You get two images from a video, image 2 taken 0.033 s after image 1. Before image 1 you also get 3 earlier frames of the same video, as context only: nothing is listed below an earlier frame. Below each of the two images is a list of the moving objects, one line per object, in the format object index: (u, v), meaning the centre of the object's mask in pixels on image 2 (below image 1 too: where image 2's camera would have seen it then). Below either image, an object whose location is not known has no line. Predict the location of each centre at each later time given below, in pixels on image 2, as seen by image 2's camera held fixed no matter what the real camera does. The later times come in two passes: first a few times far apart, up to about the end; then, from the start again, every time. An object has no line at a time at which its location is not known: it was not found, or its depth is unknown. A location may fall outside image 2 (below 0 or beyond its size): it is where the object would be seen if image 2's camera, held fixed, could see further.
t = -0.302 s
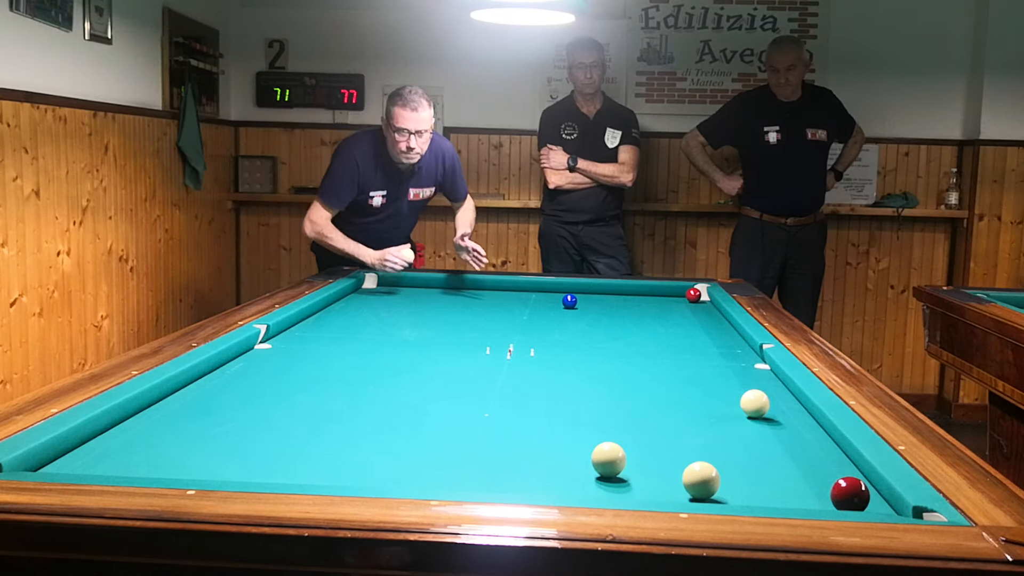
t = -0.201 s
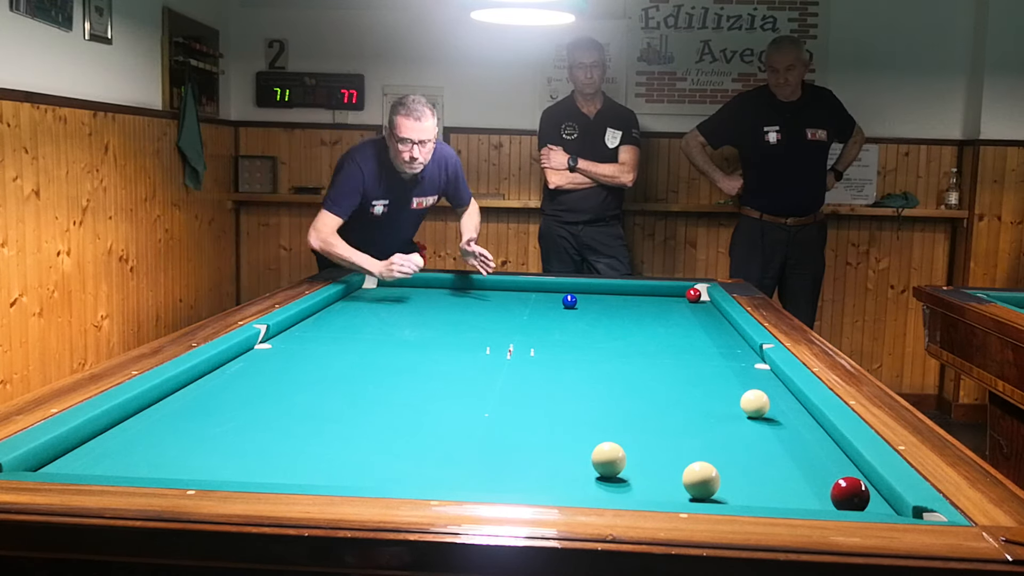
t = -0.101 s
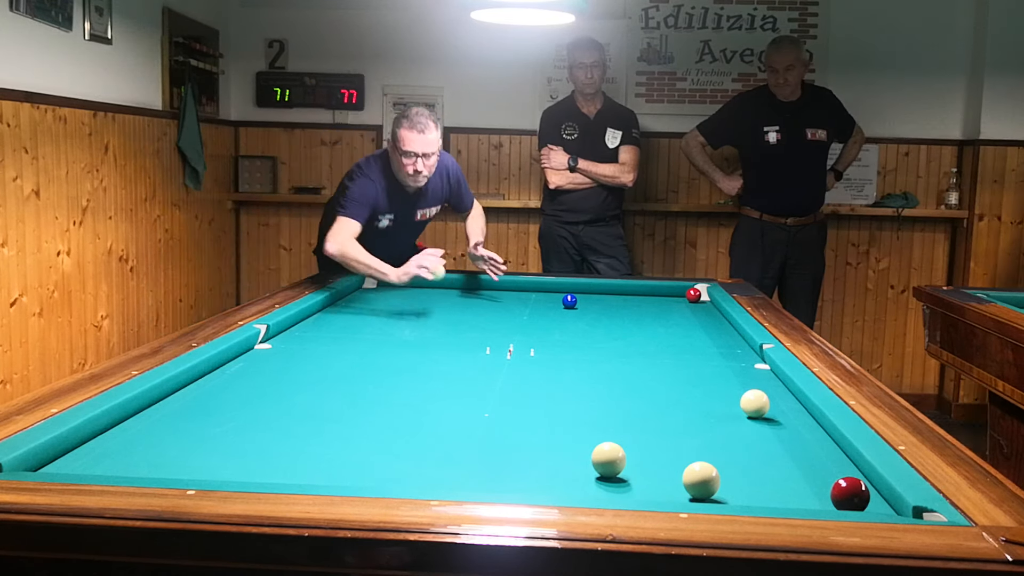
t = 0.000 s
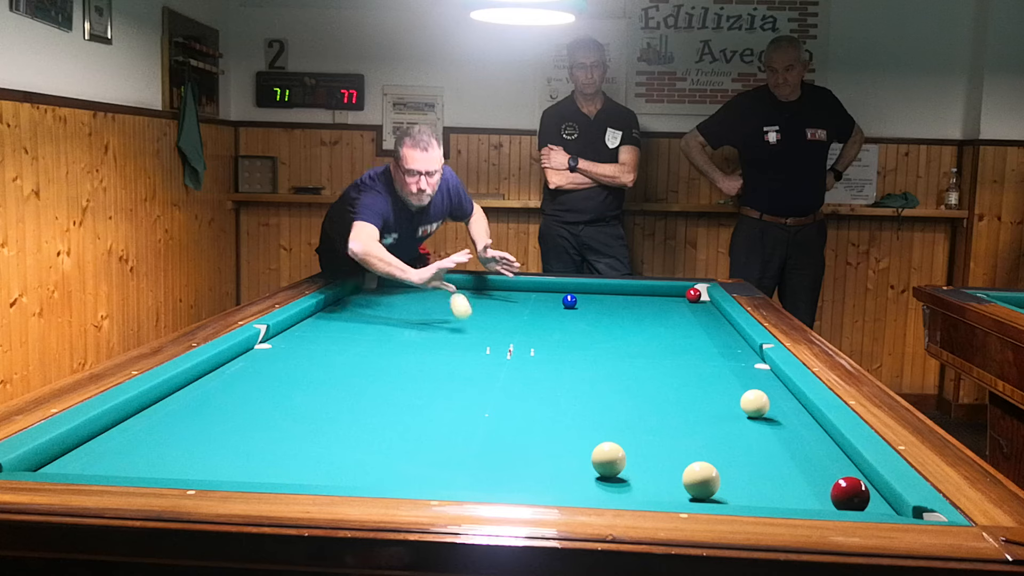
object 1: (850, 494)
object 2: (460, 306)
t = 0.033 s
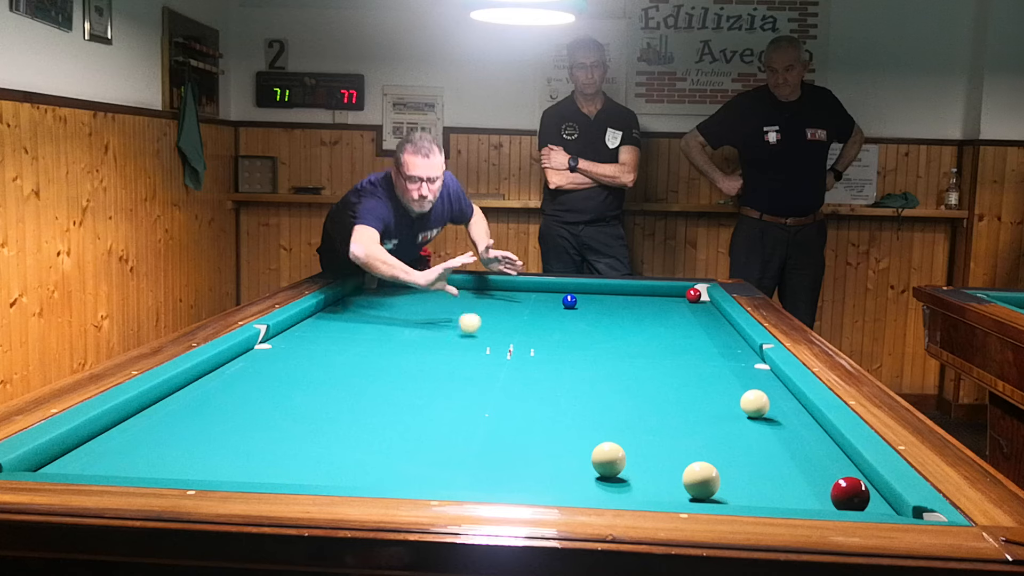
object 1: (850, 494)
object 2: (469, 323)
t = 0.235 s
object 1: (850, 494)
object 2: (537, 353)
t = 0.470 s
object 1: (850, 494)
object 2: (657, 423)
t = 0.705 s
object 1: (854, 493)
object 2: (825, 497)
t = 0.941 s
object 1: (758, 462)
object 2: (712, 459)
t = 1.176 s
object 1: (689, 437)
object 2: (608, 434)
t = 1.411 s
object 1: (632, 416)
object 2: (525, 416)
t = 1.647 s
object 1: (583, 398)
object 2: (454, 397)
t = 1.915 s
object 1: (535, 381)
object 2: (384, 379)
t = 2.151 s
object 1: (499, 368)
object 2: (331, 365)
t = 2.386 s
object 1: (467, 356)
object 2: (284, 353)
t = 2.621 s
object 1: (438, 346)
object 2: (275, 344)
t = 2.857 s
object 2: (313, 339)
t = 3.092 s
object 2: (344, 335)
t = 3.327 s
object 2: (373, 330)
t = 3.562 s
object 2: (400, 327)
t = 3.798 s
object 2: (425, 323)
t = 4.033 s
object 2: (448, 320)
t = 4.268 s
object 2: (469, 317)
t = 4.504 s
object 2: (488, 314)
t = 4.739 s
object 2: (507, 311)
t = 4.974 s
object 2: (523, 309)
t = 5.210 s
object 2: (539, 306)
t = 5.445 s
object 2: (554, 304)
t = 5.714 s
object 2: (570, 302)
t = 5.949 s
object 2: (582, 302)
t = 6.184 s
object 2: (593, 302)
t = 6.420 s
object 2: (603, 301)
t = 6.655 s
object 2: (613, 301)
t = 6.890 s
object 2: (622, 301)
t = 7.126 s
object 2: (630, 301)
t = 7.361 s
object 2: (638, 300)
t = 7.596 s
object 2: (645, 300)
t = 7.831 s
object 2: (652, 300)
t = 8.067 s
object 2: (657, 300)
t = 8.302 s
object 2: (662, 300)
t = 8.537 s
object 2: (667, 300)
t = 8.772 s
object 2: (671, 299)
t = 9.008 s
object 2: (674, 299)
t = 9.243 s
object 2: (677, 299)
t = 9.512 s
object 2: (679, 299)
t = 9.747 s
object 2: (681, 299)
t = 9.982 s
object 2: (681, 299)
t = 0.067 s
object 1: (850, 494)
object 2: (479, 318)
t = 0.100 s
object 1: (850, 494)
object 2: (490, 316)
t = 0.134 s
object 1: (850, 494)
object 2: (500, 319)
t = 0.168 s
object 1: (850, 494)
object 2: (512, 325)
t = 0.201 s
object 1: (850, 494)
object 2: (524, 336)
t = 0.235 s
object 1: (850, 494)
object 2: (537, 353)
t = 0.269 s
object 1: (850, 494)
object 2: (552, 368)
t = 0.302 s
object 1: (850, 494)
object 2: (566, 368)
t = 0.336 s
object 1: (850, 494)
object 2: (582, 373)
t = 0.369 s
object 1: (850, 494)
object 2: (598, 384)
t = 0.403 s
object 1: (850, 494)
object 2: (617, 402)
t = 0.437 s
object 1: (850, 494)
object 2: (637, 415)
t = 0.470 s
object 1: (850, 494)
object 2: (657, 423)
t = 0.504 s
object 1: (850, 494)
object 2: (680, 438)
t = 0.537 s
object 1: (850, 494)
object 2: (706, 452)
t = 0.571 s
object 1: (850, 494)
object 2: (732, 467)
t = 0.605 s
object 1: (850, 494)
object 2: (762, 487)
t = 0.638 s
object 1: (850, 494)
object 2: (792, 497)
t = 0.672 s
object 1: (851, 494)
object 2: (821, 503)
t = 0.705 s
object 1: (854, 493)
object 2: (825, 497)
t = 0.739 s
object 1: (865, 491)
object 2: (811, 493)
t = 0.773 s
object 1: (846, 485)
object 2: (794, 489)
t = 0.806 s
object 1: (821, 480)
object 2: (778, 484)
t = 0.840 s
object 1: (799, 475)
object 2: (764, 479)
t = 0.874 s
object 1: (782, 471)
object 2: (746, 473)
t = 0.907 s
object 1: (769, 466)
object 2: (729, 468)
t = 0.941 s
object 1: (758, 462)
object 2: (712, 459)
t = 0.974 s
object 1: (746, 458)
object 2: (691, 455)
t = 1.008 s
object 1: (736, 454)
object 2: (677, 456)
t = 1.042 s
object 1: (726, 450)
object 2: (663, 453)
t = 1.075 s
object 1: (717, 447)
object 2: (649, 449)
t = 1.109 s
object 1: (707, 444)
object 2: (636, 445)
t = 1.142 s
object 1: (698, 441)
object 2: (623, 438)
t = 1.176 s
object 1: (689, 437)
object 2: (608, 434)
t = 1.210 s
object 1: (680, 434)
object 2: (595, 433)
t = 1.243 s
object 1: (672, 431)
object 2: (583, 431)
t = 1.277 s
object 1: (663, 428)
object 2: (571, 428)
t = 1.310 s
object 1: (655, 424)
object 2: (559, 425)
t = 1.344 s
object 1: (647, 422)
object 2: (547, 422)
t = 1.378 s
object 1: (639, 419)
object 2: (536, 419)
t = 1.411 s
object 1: (632, 416)
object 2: (525, 416)
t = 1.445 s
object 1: (624, 414)
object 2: (514, 413)
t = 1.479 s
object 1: (617, 411)
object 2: (503, 410)
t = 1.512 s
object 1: (610, 408)
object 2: (493, 408)
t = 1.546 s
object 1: (603, 406)
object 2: (483, 405)
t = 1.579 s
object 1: (596, 403)
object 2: (473, 402)
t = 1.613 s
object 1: (589, 401)
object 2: (463, 400)
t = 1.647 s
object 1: (583, 398)
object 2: (454, 397)
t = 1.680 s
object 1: (576, 396)
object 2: (444, 395)
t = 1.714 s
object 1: (570, 394)
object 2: (435, 392)
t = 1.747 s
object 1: (564, 392)
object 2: (426, 390)
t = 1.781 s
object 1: (558, 389)
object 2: (417, 388)
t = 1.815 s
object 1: (552, 388)
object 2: (408, 385)
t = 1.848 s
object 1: (546, 385)
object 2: (400, 383)
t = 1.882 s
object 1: (540, 384)
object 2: (392, 381)
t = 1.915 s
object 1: (535, 381)
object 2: (384, 379)
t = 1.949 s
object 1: (529, 379)
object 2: (376, 377)
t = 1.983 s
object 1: (524, 378)
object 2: (368, 375)
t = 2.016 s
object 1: (519, 375)
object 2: (360, 373)
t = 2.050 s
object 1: (513, 374)
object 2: (352, 371)
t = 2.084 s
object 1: (509, 372)
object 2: (345, 369)
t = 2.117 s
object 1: (503, 370)
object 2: (338, 367)
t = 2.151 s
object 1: (499, 368)
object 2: (331, 365)
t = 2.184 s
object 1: (494, 366)
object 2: (324, 363)
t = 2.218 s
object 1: (489, 365)
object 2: (317, 362)
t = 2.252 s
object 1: (484, 363)
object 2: (310, 360)
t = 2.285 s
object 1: (480, 361)
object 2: (303, 358)
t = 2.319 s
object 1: (475, 360)
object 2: (296, 356)
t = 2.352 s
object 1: (471, 358)
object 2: (290, 355)
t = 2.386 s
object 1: (467, 356)
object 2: (284, 353)
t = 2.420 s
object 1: (462, 355)
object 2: (277, 351)
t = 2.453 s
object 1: (458, 354)
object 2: (271, 350)
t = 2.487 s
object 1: (454, 352)
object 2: (265, 348)
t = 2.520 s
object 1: (450, 351)
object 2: (259, 346)
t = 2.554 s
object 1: (446, 349)
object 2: (260, 345)
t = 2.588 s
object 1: (442, 348)
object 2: (268, 344)
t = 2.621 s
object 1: (438, 346)
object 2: (275, 344)
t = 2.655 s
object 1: (434, 345)
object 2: (282, 343)
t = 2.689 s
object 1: (431, 344)
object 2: (288, 343)
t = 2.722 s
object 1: (427, 342)
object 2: (293, 342)
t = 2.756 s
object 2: (298, 341)
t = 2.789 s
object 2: (303, 340)
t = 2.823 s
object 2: (308, 340)
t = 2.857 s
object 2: (313, 339)
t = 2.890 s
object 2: (317, 338)
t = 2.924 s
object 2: (322, 338)
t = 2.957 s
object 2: (326, 337)
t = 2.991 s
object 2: (331, 336)
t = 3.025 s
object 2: (335, 336)
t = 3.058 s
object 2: (340, 335)
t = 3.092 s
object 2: (344, 335)
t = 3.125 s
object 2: (349, 334)
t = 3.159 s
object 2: (353, 333)
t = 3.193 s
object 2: (357, 333)
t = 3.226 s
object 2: (361, 332)
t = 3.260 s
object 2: (365, 332)
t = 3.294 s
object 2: (369, 331)
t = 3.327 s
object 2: (373, 330)
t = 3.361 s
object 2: (377, 330)
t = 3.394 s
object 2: (381, 329)
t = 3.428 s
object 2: (385, 329)
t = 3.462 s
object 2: (389, 328)
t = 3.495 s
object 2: (393, 328)
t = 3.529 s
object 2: (396, 327)
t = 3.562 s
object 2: (400, 327)
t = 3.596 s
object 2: (404, 326)
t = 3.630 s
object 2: (407, 326)
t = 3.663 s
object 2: (411, 325)
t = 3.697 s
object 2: (415, 325)
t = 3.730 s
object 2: (418, 324)
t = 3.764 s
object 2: (421, 324)
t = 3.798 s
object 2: (425, 323)
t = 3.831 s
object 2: (428, 323)
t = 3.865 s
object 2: (432, 322)
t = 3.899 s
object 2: (435, 322)
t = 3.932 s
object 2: (438, 321)
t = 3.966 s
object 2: (441, 321)
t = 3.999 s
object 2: (445, 320)
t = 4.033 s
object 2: (448, 320)
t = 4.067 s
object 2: (451, 320)
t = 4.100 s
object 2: (454, 319)
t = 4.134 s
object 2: (457, 319)
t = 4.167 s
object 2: (460, 318)
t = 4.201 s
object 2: (463, 318)
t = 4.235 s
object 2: (466, 317)
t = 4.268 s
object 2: (469, 317)
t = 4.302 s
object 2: (471, 317)
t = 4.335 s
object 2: (474, 316)
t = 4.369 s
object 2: (477, 316)
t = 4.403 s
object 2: (480, 315)
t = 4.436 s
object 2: (483, 315)
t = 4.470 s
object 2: (485, 314)
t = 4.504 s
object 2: (488, 314)
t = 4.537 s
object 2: (491, 314)
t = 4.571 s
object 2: (494, 313)
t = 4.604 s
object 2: (496, 313)
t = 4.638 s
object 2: (499, 312)
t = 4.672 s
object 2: (501, 312)
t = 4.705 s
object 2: (504, 312)
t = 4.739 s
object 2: (507, 311)
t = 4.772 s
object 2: (509, 311)
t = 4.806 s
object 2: (511, 311)
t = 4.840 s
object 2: (514, 310)
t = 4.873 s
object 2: (516, 310)
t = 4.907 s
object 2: (519, 310)
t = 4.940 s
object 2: (521, 309)
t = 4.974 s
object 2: (523, 309)
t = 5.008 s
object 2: (526, 308)
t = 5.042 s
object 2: (528, 308)
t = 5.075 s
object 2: (530, 308)
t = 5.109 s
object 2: (533, 307)
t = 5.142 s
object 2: (535, 307)
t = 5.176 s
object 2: (537, 307)
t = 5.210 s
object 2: (539, 306)
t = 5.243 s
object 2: (542, 306)
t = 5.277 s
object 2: (544, 306)
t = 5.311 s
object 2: (546, 306)
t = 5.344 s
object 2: (548, 305)
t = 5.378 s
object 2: (550, 305)
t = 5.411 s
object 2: (552, 305)
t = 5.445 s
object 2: (554, 304)
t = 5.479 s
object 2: (556, 304)
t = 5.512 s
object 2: (558, 304)
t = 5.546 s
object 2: (560, 304)
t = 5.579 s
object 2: (562, 303)
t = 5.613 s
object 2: (565, 303)
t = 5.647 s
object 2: (566, 303)
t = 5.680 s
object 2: (568, 302)
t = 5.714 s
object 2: (570, 302)
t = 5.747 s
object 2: (572, 302)
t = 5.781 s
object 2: (573, 302)
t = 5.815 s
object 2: (575, 302)
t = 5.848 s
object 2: (577, 302)
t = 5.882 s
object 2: (579, 302)
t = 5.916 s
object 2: (580, 302)
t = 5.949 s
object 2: (582, 302)
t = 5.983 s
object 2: (584, 302)
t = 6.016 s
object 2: (585, 302)
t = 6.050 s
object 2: (587, 302)
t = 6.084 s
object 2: (588, 302)
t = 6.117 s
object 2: (590, 302)
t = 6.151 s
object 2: (592, 301)
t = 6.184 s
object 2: (593, 302)
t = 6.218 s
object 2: (594, 302)
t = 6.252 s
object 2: (596, 301)
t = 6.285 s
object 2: (598, 301)
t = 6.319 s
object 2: (599, 301)
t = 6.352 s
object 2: (601, 301)
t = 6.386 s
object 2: (602, 301)
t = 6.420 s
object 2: (603, 301)
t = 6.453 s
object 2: (605, 301)
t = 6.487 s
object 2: (606, 301)
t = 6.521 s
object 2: (607, 301)
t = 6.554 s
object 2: (609, 301)
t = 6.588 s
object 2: (610, 301)
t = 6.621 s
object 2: (612, 301)
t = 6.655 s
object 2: (613, 301)
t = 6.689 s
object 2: (614, 301)
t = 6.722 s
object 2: (616, 301)
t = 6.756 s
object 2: (617, 301)
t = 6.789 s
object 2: (618, 301)
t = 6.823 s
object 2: (619, 301)
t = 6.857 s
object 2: (621, 301)
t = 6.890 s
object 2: (622, 301)
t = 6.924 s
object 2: (623, 301)
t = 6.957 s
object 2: (625, 300)
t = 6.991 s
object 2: (626, 300)
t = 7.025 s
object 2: (627, 301)
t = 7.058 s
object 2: (628, 300)
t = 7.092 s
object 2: (629, 300)
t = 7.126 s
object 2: (630, 301)
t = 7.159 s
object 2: (632, 300)
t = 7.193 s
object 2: (633, 300)
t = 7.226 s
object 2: (634, 300)
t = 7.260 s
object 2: (635, 300)
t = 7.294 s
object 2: (636, 300)
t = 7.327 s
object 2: (637, 300)
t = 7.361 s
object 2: (638, 300)
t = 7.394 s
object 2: (639, 300)
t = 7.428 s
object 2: (640, 300)
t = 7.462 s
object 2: (641, 300)
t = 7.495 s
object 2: (642, 300)
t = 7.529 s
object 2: (643, 300)
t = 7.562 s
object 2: (644, 300)
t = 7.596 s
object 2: (645, 300)
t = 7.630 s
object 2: (646, 300)
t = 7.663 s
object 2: (647, 300)
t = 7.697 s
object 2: (648, 300)
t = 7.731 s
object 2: (649, 300)
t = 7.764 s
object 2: (650, 300)
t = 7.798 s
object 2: (651, 300)
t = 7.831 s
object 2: (652, 300)
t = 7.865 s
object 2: (652, 300)
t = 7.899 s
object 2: (653, 300)
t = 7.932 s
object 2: (654, 300)
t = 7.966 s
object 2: (655, 300)
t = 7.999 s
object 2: (655, 300)
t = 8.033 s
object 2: (657, 299)
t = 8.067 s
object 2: (657, 300)
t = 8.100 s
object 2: (658, 299)
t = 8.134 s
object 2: (659, 300)
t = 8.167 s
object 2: (660, 299)
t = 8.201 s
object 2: (660, 300)
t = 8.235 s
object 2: (661, 300)
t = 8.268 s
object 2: (662, 299)
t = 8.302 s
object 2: (662, 300)
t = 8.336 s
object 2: (663, 300)
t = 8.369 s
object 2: (664, 300)
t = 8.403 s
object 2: (664, 300)
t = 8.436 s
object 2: (665, 300)
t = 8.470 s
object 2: (666, 300)
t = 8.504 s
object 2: (666, 300)
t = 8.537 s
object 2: (667, 300)
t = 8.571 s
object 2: (667, 300)
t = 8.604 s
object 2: (668, 300)
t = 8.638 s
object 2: (669, 299)
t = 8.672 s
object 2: (669, 299)
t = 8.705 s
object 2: (669, 299)
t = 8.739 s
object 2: (670, 299)
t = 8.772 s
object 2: (671, 299)
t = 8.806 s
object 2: (671, 299)
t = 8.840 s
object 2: (672, 300)
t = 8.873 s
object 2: (672, 300)
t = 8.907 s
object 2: (673, 299)
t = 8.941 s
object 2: (673, 300)
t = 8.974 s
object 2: (673, 299)
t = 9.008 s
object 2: (674, 299)
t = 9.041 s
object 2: (674, 299)
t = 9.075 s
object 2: (675, 299)
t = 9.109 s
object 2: (675, 299)
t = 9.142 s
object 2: (675, 299)
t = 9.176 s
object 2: (676, 299)
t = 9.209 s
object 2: (676, 299)
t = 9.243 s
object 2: (677, 299)
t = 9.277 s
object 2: (677, 299)
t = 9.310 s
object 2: (677, 299)
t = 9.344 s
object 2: (678, 299)
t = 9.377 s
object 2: (678, 299)
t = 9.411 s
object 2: (678, 299)
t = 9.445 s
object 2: (679, 299)
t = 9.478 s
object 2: (679, 299)
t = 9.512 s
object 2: (679, 299)
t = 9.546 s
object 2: (679, 299)
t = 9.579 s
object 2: (680, 299)
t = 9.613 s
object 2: (680, 299)
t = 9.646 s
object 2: (680, 299)
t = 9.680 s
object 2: (680, 299)
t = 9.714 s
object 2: (680, 299)
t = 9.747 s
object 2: (681, 299)
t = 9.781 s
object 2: (681, 299)
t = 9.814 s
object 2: (681, 299)
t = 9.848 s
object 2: (681, 299)
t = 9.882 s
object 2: (681, 299)
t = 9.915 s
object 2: (681, 299)
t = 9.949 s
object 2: (681, 299)
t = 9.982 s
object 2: (681, 299)
